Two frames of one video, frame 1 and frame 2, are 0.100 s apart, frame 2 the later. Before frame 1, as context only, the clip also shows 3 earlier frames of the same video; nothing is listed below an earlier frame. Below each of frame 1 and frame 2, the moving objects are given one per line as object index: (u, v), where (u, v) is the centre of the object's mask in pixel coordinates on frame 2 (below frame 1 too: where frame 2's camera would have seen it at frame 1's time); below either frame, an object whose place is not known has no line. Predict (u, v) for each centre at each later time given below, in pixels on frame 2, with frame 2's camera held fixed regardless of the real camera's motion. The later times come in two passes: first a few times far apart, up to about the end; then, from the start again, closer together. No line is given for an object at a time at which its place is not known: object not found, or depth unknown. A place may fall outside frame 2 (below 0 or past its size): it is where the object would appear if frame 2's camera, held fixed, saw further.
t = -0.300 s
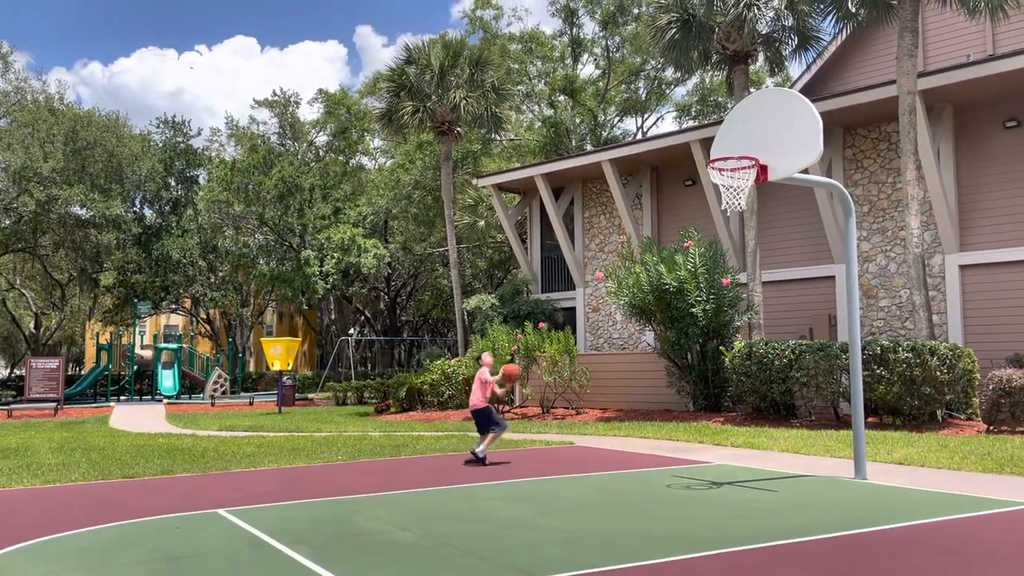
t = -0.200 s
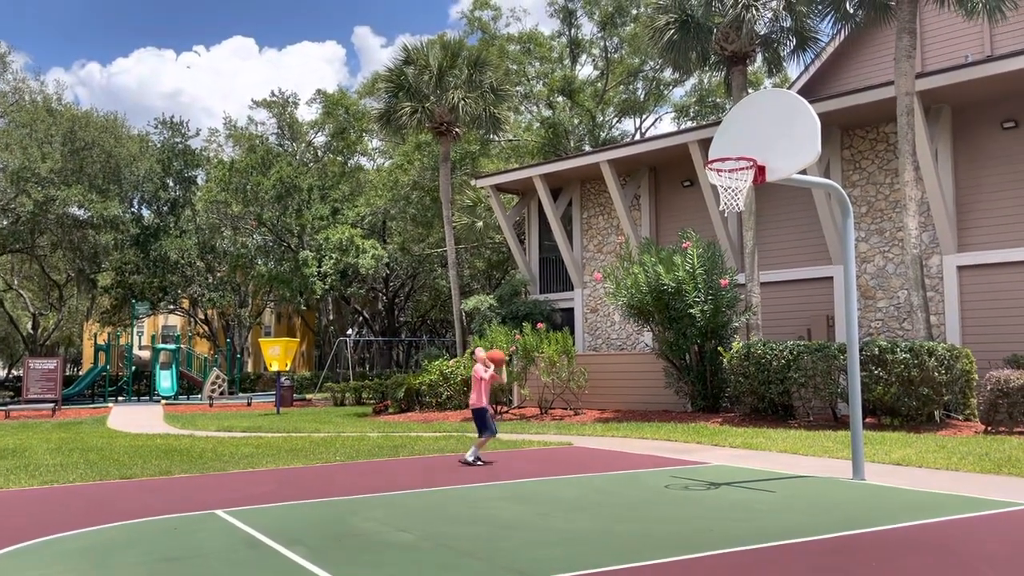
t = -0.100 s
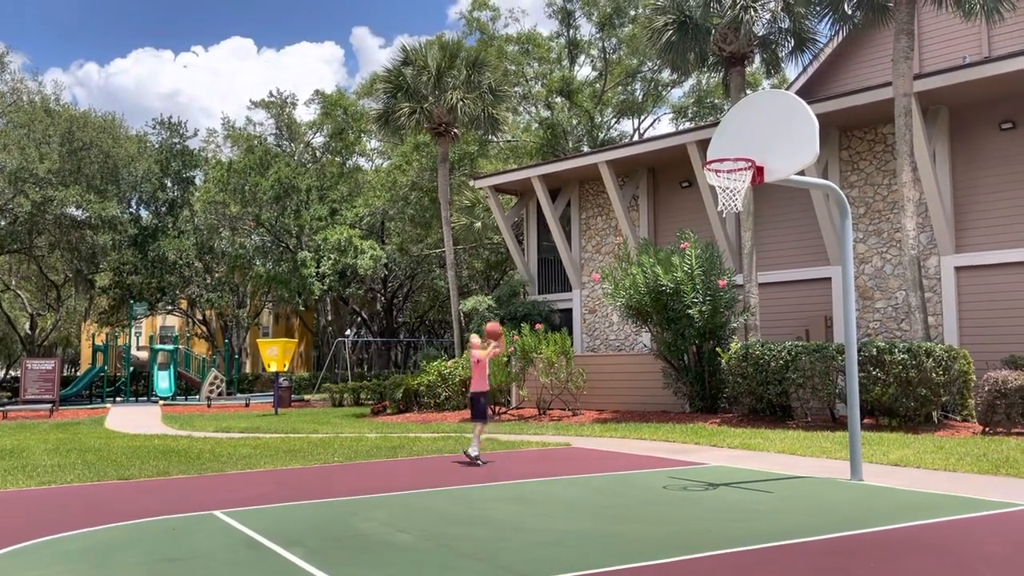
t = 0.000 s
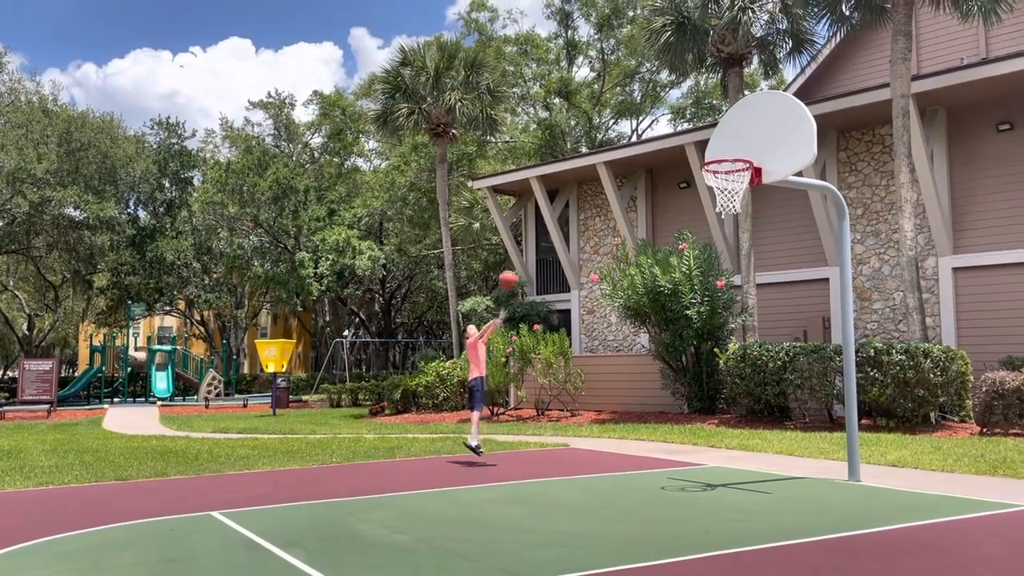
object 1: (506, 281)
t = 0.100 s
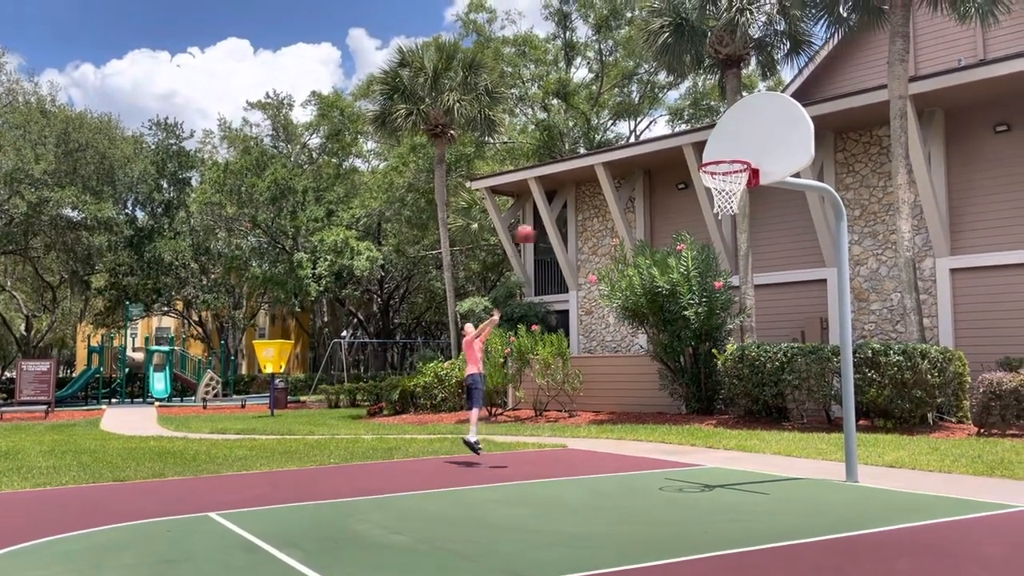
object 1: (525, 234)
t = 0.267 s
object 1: (559, 175)
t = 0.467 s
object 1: (602, 126)
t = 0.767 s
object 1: (675, 119)
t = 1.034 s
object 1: (737, 142)
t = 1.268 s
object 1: (729, 116)
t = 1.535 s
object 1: (722, 147)
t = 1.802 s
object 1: (740, 164)
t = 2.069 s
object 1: (762, 267)
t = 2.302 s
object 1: (788, 449)
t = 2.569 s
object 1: (813, 365)
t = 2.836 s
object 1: (839, 233)
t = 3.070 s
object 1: (869, 196)
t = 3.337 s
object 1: (914, 261)
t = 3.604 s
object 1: (979, 479)
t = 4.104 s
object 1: (1103, 288)
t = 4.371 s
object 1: (1208, 271)
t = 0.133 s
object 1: (532, 220)
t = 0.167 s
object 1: (538, 207)
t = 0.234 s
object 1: (552, 184)
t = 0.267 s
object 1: (559, 175)
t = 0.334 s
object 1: (573, 154)
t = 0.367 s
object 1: (579, 146)
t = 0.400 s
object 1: (588, 139)
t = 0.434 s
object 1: (597, 131)
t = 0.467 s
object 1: (602, 126)
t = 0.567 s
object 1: (625, 115)
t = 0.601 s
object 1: (633, 114)
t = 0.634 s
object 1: (641, 113)
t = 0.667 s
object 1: (650, 113)
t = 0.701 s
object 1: (658, 114)
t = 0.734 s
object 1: (667, 116)
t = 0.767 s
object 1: (675, 119)
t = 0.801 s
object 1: (684, 123)
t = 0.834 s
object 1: (693, 129)
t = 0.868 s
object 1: (702, 136)
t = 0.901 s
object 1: (712, 144)
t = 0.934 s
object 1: (721, 151)
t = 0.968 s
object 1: (729, 161)
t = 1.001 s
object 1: (735, 150)
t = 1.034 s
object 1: (737, 142)
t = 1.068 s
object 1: (735, 135)
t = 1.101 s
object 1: (734, 129)
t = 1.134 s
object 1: (733, 124)
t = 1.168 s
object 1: (732, 120)
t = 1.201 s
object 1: (730, 118)
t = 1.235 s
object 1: (730, 116)
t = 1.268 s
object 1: (729, 116)
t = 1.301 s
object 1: (728, 117)
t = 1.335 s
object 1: (727, 118)
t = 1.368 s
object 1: (725, 121)
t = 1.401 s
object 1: (724, 125)
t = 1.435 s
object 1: (723, 131)
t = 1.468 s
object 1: (723, 137)
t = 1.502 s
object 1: (722, 145)
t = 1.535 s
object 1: (722, 147)
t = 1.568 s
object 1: (724, 146)
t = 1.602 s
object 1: (726, 145)
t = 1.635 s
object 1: (728, 145)
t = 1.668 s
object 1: (730, 146)
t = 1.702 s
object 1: (733, 148)
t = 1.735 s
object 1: (735, 152)
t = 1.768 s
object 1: (738, 158)
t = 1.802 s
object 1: (740, 164)
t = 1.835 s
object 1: (743, 173)
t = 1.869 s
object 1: (745, 181)
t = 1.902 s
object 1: (748, 191)
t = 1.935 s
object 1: (750, 203)
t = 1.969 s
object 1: (753, 216)
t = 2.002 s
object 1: (755, 231)
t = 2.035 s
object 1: (758, 248)
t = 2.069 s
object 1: (762, 267)
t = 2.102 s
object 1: (766, 287)
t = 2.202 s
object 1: (775, 359)
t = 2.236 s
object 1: (780, 388)
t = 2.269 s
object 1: (784, 416)
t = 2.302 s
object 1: (788, 449)
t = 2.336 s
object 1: (793, 483)
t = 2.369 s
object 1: (798, 517)
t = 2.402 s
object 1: (800, 491)
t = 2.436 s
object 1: (802, 463)
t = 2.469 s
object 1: (804, 436)
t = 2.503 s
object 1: (807, 412)
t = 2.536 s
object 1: (810, 387)
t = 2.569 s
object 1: (813, 365)
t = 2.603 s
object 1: (816, 343)
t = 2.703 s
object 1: (825, 287)
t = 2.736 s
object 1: (829, 271)
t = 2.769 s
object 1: (832, 257)
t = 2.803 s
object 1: (836, 244)
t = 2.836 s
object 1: (839, 233)
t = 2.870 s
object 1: (843, 223)
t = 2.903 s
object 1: (847, 215)
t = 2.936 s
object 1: (851, 208)
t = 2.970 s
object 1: (856, 202)
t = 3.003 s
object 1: (861, 198)
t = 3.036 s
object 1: (865, 196)
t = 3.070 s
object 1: (869, 196)
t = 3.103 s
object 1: (875, 197)
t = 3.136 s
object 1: (880, 201)
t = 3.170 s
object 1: (885, 205)
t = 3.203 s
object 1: (891, 212)
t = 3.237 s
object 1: (897, 221)
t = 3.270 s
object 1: (902, 233)
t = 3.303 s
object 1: (908, 245)
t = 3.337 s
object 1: (914, 261)
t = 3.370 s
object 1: (921, 278)
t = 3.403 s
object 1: (929, 300)
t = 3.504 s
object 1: (952, 377)
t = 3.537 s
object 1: (961, 407)
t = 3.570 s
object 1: (969, 442)
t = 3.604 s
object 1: (979, 479)
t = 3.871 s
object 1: (1041, 427)
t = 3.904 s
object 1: (1047, 401)
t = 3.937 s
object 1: (1055, 378)
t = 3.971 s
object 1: (1066, 355)
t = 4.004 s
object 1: (1073, 335)
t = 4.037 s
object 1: (1082, 317)
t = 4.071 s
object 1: (1093, 302)
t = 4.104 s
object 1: (1103, 288)
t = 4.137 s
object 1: (1116, 277)
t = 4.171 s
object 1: (1127, 268)
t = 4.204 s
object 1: (1139, 262)
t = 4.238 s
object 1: (1151, 258)
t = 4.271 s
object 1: (1164, 257)
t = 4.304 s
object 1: (1178, 259)
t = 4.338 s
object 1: (1194, 264)
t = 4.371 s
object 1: (1208, 271)
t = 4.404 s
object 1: (1226, 282)
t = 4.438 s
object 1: (1249, 298)
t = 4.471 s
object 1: (1259, 315)
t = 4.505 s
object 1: (1274, 337)
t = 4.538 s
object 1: (1292, 364)
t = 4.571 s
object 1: (1310, 396)
